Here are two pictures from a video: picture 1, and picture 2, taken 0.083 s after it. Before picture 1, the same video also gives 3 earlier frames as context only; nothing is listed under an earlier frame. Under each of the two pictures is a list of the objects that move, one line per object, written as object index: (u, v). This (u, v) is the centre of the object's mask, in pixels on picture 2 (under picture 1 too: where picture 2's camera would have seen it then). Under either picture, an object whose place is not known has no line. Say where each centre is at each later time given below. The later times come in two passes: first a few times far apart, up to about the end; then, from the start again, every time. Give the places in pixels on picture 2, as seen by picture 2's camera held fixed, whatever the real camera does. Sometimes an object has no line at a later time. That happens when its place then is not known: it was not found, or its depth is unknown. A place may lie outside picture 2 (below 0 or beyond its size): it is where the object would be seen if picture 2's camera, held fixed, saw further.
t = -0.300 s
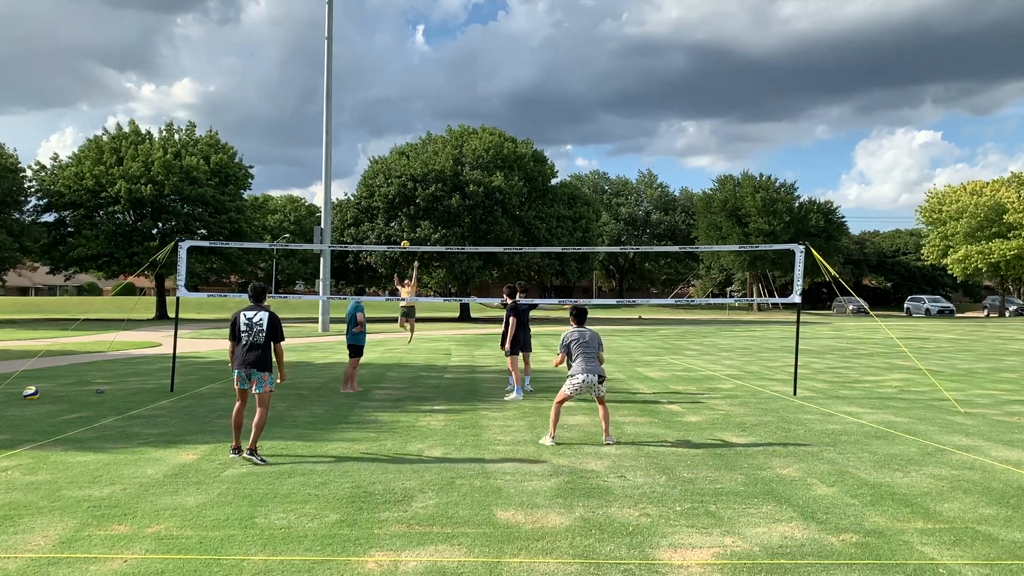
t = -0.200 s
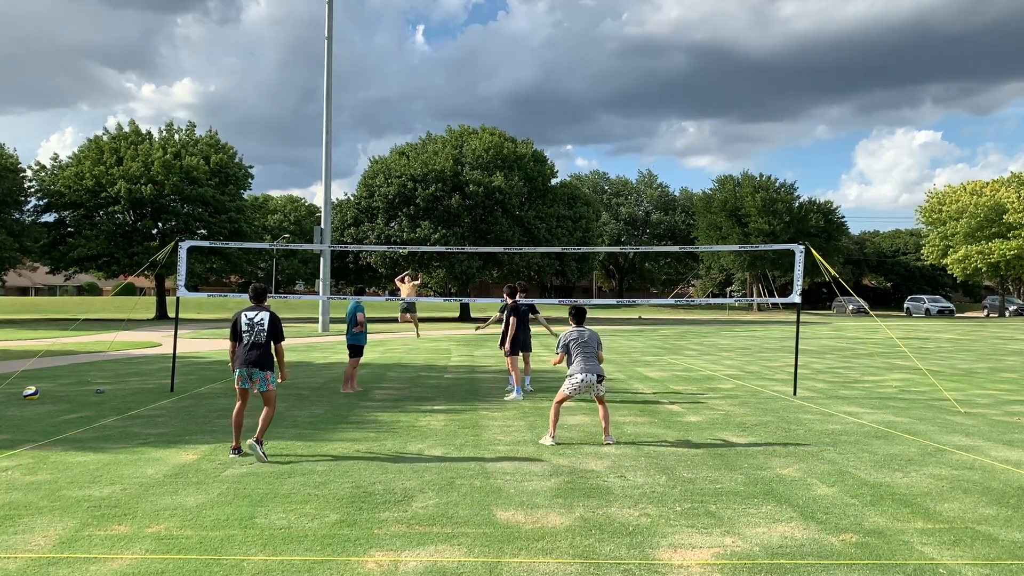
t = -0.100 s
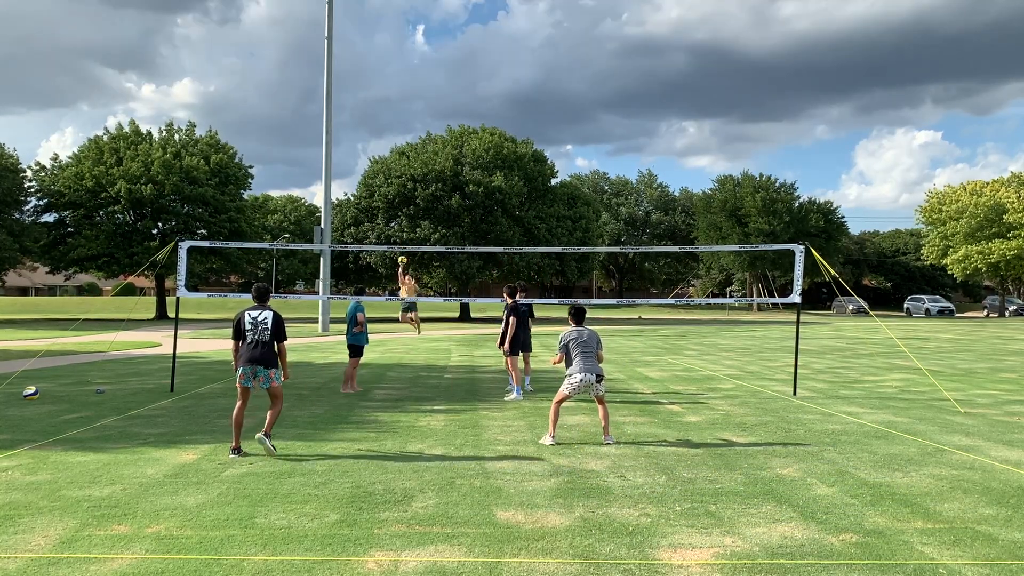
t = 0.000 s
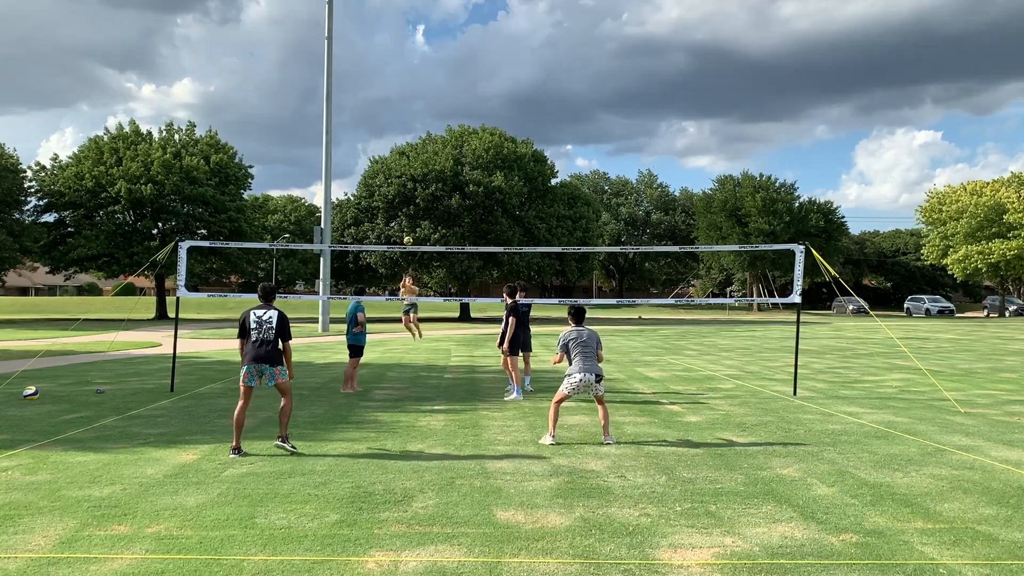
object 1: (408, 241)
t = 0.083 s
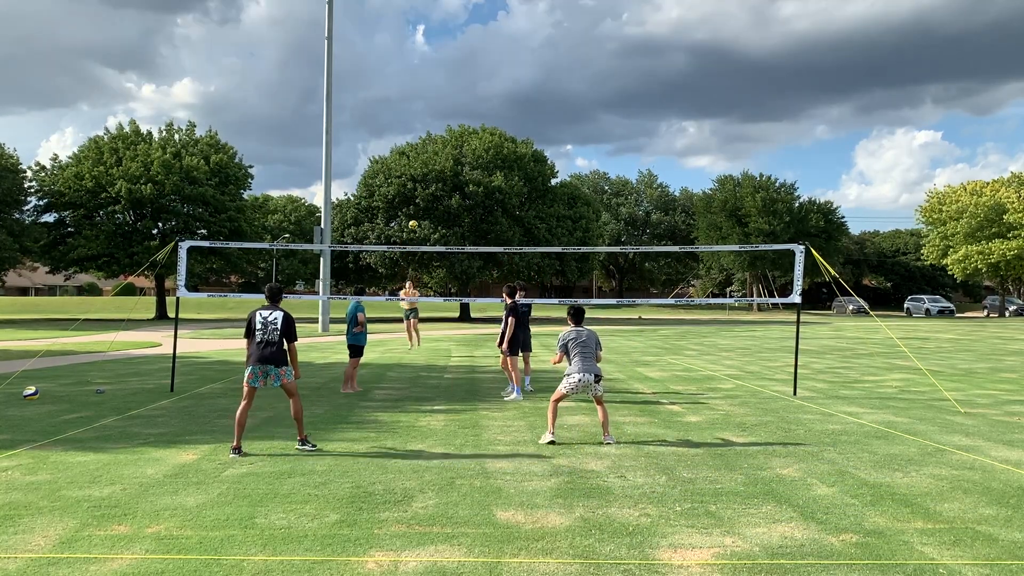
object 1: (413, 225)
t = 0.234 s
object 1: (422, 200)
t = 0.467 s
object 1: (439, 177)
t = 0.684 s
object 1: (460, 176)
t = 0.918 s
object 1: (489, 201)
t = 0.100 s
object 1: (414, 222)
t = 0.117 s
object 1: (415, 219)
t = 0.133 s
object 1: (416, 216)
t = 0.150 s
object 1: (417, 213)
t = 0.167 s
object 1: (418, 210)
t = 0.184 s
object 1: (419, 207)
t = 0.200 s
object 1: (420, 205)
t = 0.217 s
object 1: (421, 202)
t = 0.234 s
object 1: (422, 200)
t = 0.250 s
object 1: (423, 197)
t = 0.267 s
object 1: (424, 195)
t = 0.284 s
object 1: (425, 192)
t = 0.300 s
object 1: (426, 191)
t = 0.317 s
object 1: (427, 188)
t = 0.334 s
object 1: (428, 187)
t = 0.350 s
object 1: (429, 185)
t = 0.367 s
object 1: (430, 183)
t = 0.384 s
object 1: (431, 182)
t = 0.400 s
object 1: (433, 181)
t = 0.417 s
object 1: (434, 179)
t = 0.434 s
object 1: (436, 178)
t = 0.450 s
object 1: (437, 178)
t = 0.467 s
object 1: (439, 177)
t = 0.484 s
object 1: (440, 176)
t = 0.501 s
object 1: (442, 175)
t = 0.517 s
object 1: (443, 175)
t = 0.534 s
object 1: (445, 174)
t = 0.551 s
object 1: (447, 174)
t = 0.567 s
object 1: (448, 174)
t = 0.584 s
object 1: (450, 174)
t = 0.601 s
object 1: (452, 174)
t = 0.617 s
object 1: (453, 174)
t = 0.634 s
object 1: (455, 174)
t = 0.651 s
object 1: (457, 174)
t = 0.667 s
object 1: (458, 175)
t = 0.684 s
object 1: (460, 176)
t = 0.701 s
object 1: (462, 177)
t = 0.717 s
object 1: (464, 177)
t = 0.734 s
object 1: (465, 178)
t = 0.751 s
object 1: (467, 179)
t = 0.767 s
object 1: (469, 180)
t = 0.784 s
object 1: (471, 182)
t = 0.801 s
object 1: (473, 184)
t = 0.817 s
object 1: (475, 185)
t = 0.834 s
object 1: (477, 188)
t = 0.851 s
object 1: (480, 190)
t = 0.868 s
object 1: (482, 192)
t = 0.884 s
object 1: (484, 195)
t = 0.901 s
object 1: (486, 198)
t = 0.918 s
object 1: (489, 201)
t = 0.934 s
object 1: (491, 205)
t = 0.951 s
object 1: (493, 209)
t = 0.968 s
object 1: (496, 213)
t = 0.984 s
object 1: (498, 217)
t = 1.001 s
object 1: (501, 221)
